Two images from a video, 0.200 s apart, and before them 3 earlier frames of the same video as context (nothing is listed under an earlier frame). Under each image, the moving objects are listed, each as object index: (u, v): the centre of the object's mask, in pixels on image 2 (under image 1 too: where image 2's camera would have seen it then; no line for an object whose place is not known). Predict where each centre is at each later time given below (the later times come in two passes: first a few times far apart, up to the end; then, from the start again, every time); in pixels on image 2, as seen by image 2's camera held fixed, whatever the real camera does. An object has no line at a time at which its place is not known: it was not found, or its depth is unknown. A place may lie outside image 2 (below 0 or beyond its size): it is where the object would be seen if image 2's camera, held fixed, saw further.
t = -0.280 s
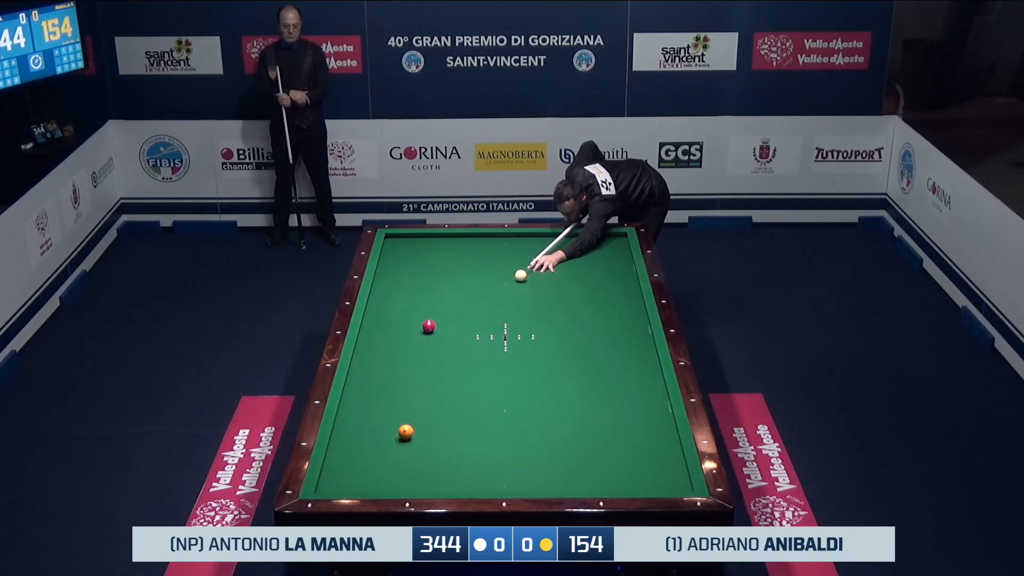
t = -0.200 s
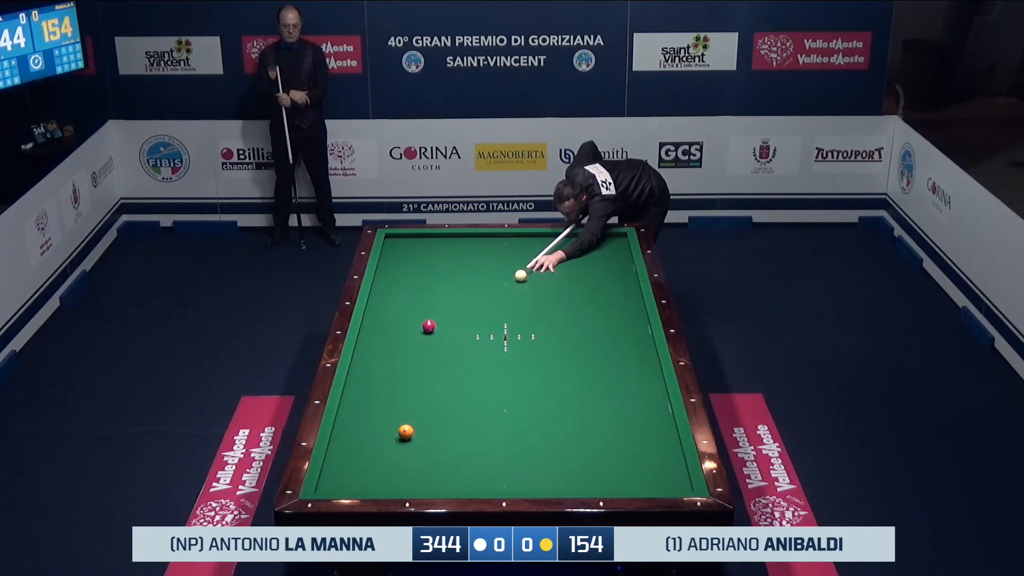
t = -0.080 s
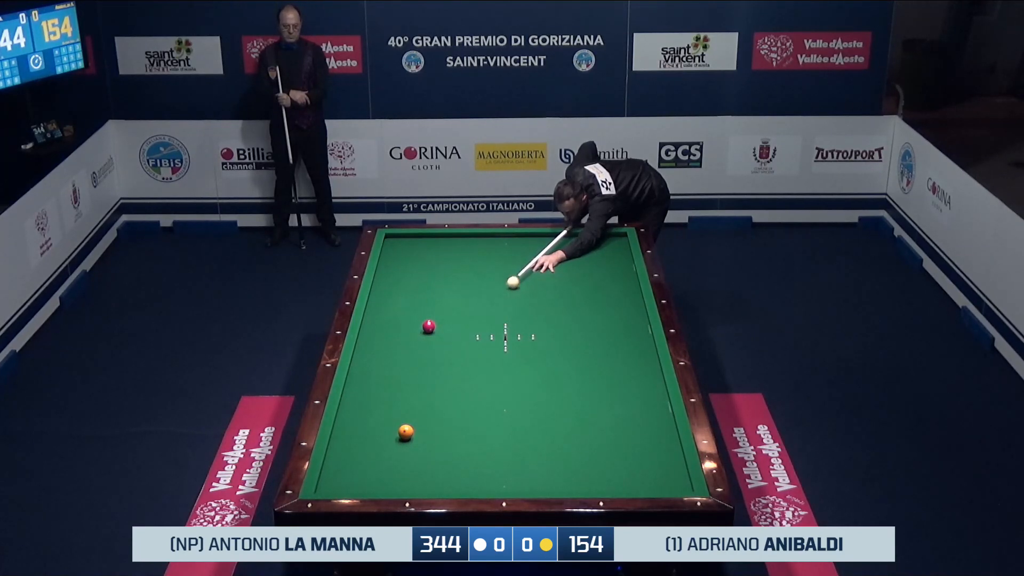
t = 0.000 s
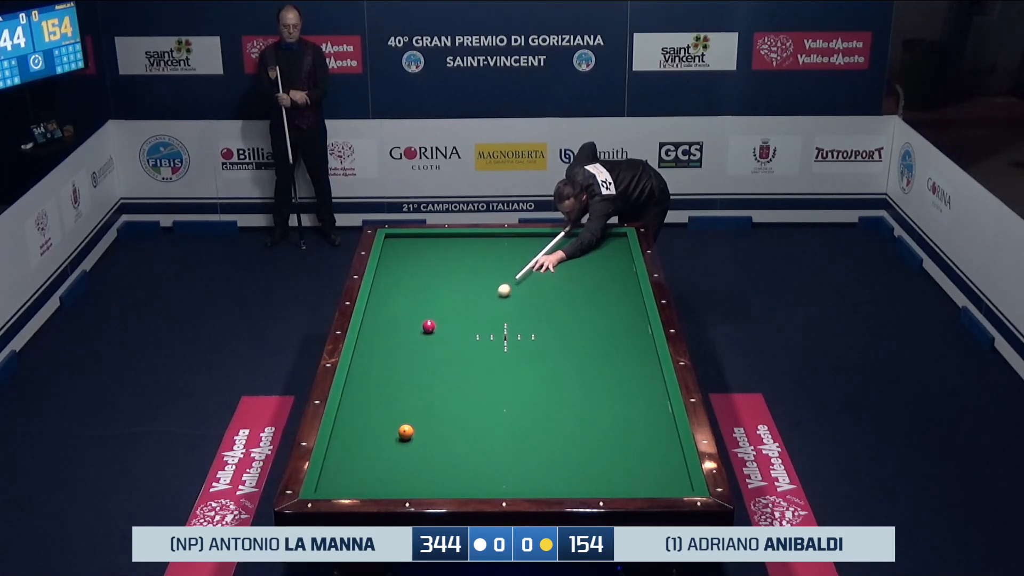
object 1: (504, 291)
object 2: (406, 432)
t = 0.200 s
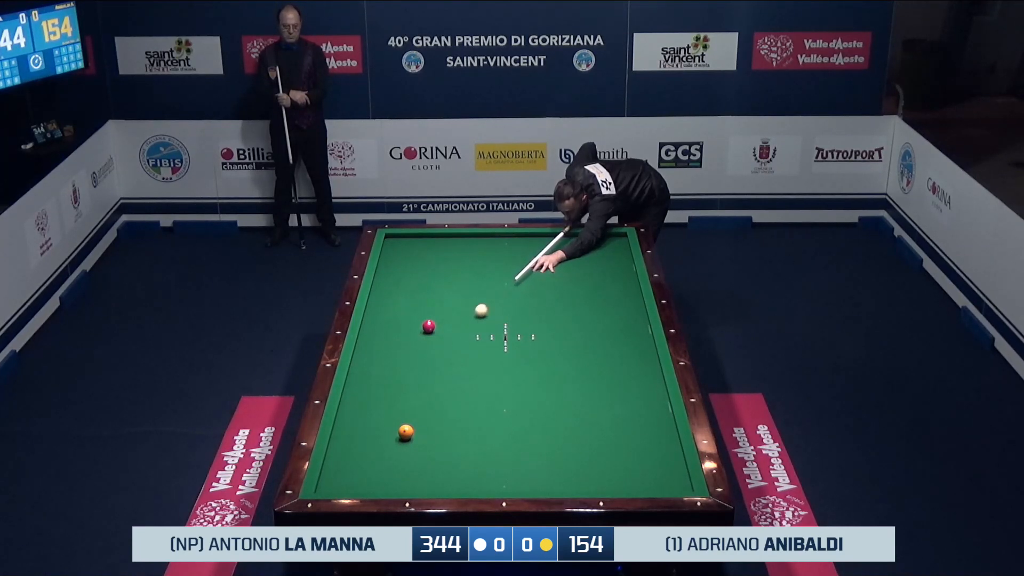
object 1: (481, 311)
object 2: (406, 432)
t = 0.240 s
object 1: (476, 315)
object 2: (406, 432)
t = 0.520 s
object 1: (441, 346)
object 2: (406, 432)
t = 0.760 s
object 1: (408, 376)
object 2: (406, 432)
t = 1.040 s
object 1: (364, 413)
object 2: (406, 432)
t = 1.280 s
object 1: (342, 448)
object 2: (406, 432)
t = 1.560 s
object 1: (352, 485)
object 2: (406, 432)
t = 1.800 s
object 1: (371, 469)
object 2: (406, 432)
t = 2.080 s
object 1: (392, 447)
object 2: (406, 432)
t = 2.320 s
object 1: (402, 438)
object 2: (412, 425)
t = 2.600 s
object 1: (407, 434)
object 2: (423, 413)
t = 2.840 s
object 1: (410, 431)
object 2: (432, 403)
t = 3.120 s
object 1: (414, 427)
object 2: (442, 393)
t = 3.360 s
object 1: (417, 425)
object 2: (449, 385)
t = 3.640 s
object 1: (421, 422)
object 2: (458, 376)
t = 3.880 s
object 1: (423, 421)
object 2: (465, 368)
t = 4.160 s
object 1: (425, 419)
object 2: (472, 360)
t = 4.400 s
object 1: (426, 417)
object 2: (478, 354)
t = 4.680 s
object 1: (428, 416)
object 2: (485, 347)
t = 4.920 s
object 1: (429, 415)
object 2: (490, 341)
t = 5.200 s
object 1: (429, 414)
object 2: (496, 335)
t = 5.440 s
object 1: (430, 414)
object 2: (501, 330)
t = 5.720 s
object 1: (430, 414)
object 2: (506, 324)
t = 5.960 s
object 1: (430, 414)
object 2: (510, 320)
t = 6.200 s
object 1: (430, 414)
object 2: (514, 316)
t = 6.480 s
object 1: (430, 414)
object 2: (518, 312)
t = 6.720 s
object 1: (430, 414)
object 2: (521, 308)
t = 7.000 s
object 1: (430, 414)
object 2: (525, 304)
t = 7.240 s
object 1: (430, 414)
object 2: (527, 301)
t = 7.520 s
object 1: (430, 414)
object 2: (530, 297)
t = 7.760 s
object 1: (430, 414)
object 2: (532, 294)
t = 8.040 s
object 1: (430, 414)
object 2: (535, 291)
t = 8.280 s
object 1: (430, 414)
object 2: (537, 289)
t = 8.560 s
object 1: (430, 414)
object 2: (539, 286)
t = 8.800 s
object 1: (430, 414)
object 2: (540, 285)
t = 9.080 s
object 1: (430, 414)
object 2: (541, 283)
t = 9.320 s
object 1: (430, 414)
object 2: (542, 281)
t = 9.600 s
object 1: (430, 414)
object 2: (543, 280)
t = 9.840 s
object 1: (430, 414)
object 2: (544, 278)
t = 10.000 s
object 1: (430, 414)
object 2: (545, 278)
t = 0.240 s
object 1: (476, 315)
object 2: (406, 432)
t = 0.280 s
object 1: (471, 319)
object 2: (406, 432)
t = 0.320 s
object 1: (466, 324)
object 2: (406, 432)
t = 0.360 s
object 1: (462, 328)
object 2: (406, 432)
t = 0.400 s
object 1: (456, 332)
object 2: (406, 432)
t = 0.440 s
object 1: (451, 337)
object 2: (406, 432)
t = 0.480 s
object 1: (446, 342)
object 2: (406, 432)
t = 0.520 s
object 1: (441, 346)
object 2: (406, 432)
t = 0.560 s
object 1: (435, 351)
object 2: (406, 432)
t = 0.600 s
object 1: (430, 356)
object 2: (406, 432)
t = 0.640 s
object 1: (425, 361)
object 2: (406, 432)
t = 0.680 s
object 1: (419, 366)
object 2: (406, 432)
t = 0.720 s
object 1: (413, 371)
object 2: (406, 432)
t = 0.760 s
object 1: (408, 376)
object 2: (406, 432)
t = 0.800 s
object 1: (402, 381)
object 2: (406, 432)
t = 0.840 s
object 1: (396, 386)
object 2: (406, 432)
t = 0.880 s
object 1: (390, 391)
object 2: (406, 432)
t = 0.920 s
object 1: (383, 397)
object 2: (406, 432)
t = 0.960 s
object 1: (377, 402)
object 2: (406, 432)
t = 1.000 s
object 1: (371, 408)
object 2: (406, 432)
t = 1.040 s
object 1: (364, 413)
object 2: (406, 432)
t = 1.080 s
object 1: (358, 420)
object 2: (406, 432)
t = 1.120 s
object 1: (351, 425)
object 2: (406, 432)
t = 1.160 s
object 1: (344, 431)
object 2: (406, 432)
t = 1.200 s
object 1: (337, 437)
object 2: (406, 432)
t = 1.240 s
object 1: (339, 443)
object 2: (406, 432)
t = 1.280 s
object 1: (342, 448)
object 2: (406, 432)
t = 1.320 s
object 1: (343, 454)
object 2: (406, 432)
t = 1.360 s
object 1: (345, 459)
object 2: (406, 432)
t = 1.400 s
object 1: (346, 465)
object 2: (406, 432)
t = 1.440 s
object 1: (348, 470)
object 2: (406, 432)
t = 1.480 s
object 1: (349, 476)
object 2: (406, 432)
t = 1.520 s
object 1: (351, 481)
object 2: (406, 432)
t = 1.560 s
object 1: (352, 485)
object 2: (406, 432)
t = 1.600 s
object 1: (355, 487)
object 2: (406, 432)
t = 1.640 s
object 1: (358, 484)
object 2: (406, 432)
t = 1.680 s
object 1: (361, 481)
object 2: (406, 432)
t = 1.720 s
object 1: (365, 476)
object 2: (406, 432)
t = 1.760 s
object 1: (368, 473)
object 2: (406, 432)
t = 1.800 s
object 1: (371, 469)
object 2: (406, 432)
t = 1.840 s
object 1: (375, 466)
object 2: (406, 432)
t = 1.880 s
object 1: (378, 463)
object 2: (406, 432)
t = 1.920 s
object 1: (380, 460)
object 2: (406, 432)
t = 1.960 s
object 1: (384, 457)
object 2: (406, 432)
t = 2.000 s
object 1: (387, 453)
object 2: (406, 432)
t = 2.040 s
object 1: (389, 450)
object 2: (406, 432)
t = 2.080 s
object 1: (392, 447)
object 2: (406, 432)
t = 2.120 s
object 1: (395, 444)
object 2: (406, 432)
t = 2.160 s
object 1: (398, 442)
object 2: (406, 431)
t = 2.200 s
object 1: (400, 440)
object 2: (407, 429)
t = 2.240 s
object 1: (400, 440)
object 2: (409, 428)
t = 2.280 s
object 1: (401, 439)
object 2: (411, 426)
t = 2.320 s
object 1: (402, 438)
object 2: (412, 425)
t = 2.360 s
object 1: (402, 438)
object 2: (414, 423)
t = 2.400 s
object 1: (403, 437)
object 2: (416, 421)
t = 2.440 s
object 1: (404, 437)
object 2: (417, 419)
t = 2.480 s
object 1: (405, 436)
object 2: (419, 418)
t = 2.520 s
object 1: (405, 435)
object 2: (420, 416)
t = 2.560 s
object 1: (406, 435)
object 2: (422, 414)
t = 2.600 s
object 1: (407, 434)
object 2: (423, 413)
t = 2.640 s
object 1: (407, 433)
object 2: (425, 411)
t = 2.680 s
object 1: (408, 433)
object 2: (426, 410)
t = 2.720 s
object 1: (409, 432)
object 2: (428, 408)
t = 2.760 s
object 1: (409, 432)
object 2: (429, 406)
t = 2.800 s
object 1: (410, 431)
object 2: (431, 405)
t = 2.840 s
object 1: (410, 431)
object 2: (432, 403)
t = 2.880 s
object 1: (411, 430)
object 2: (434, 402)
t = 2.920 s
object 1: (411, 430)
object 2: (435, 400)
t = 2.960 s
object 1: (412, 429)
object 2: (436, 399)
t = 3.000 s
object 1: (413, 429)
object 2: (437, 397)
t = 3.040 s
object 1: (413, 428)
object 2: (439, 396)
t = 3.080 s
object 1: (414, 428)
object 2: (440, 394)
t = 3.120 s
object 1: (414, 427)
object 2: (442, 393)
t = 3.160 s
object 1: (415, 427)
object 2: (443, 392)
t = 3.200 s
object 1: (415, 427)
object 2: (444, 390)
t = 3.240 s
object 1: (416, 426)
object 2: (446, 389)
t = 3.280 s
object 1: (416, 426)
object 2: (447, 387)
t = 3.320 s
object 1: (417, 426)
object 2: (448, 386)
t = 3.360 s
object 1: (417, 425)
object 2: (449, 385)
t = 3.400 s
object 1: (418, 425)
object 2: (451, 383)
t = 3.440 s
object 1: (418, 424)
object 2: (452, 382)
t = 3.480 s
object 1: (419, 424)
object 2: (453, 381)
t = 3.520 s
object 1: (419, 424)
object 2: (454, 379)
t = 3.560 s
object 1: (420, 423)
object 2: (455, 378)
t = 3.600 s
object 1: (420, 423)
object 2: (457, 377)
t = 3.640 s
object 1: (421, 422)
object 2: (458, 376)
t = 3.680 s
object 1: (421, 422)
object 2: (459, 374)
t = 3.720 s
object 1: (421, 422)
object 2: (460, 373)
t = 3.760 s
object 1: (422, 422)
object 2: (461, 372)
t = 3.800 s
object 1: (422, 421)
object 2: (462, 371)
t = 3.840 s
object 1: (422, 421)
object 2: (464, 370)
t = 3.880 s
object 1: (423, 421)
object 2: (465, 368)
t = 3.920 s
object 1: (423, 420)
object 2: (466, 367)
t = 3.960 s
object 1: (423, 420)
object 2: (467, 366)
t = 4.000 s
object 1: (424, 420)
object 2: (468, 365)
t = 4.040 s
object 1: (424, 419)
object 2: (469, 364)
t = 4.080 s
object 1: (424, 419)
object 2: (470, 362)
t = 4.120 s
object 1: (424, 419)
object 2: (471, 361)
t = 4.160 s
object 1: (425, 419)
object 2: (472, 360)
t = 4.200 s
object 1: (425, 418)
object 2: (473, 359)
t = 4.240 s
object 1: (425, 418)
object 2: (474, 358)
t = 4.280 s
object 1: (426, 418)
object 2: (475, 357)
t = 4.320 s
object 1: (426, 418)
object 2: (476, 356)
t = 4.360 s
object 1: (426, 417)
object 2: (477, 355)
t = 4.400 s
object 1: (426, 417)
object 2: (478, 354)
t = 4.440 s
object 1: (426, 417)
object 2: (479, 353)
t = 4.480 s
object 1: (427, 417)
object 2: (480, 352)
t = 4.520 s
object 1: (427, 416)
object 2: (481, 351)
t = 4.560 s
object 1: (427, 416)
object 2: (482, 350)
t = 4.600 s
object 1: (427, 416)
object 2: (483, 349)
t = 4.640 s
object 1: (428, 416)
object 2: (484, 348)
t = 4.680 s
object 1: (428, 416)
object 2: (485, 347)
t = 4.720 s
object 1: (428, 416)
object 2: (486, 346)
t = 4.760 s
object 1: (428, 416)
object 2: (487, 345)
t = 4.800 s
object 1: (428, 415)
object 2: (488, 344)
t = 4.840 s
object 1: (428, 415)
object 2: (489, 343)
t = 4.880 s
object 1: (429, 415)
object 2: (489, 342)
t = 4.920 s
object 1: (429, 415)
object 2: (490, 341)
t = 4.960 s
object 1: (429, 415)
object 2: (491, 340)
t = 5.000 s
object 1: (429, 415)
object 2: (492, 339)
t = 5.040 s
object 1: (429, 415)
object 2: (493, 338)
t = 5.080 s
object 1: (429, 414)
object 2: (494, 338)
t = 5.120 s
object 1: (429, 414)
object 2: (494, 337)
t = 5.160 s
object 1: (429, 414)
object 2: (495, 336)
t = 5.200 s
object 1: (429, 414)
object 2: (496, 335)
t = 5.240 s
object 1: (429, 414)
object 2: (497, 334)
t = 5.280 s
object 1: (430, 414)
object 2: (498, 333)
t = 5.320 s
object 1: (430, 414)
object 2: (498, 332)
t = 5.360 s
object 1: (430, 414)
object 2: (499, 332)
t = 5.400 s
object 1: (430, 414)
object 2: (500, 331)
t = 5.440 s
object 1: (430, 414)
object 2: (501, 330)
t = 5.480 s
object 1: (430, 414)
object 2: (502, 329)
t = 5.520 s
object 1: (430, 414)
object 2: (502, 328)
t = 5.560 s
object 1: (430, 414)
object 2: (503, 327)
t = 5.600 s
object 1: (430, 414)
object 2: (504, 327)
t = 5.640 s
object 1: (430, 414)
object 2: (505, 326)
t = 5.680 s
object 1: (430, 414)
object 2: (505, 325)
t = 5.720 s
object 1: (430, 414)
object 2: (506, 324)
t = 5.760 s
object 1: (430, 414)
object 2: (507, 324)
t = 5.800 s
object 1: (430, 414)
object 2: (507, 323)
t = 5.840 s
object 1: (430, 414)
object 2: (508, 322)
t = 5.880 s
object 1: (430, 414)
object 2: (509, 321)
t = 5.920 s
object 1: (430, 414)
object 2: (509, 321)
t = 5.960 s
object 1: (430, 414)
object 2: (510, 320)
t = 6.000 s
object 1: (430, 414)
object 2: (511, 319)
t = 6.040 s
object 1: (430, 414)
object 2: (511, 319)
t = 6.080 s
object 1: (430, 414)
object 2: (512, 318)
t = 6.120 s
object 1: (430, 414)
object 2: (513, 317)
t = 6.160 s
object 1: (430, 414)
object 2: (513, 317)
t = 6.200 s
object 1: (430, 414)
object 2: (514, 316)
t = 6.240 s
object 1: (430, 414)
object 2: (514, 316)
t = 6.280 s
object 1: (430, 414)
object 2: (515, 315)
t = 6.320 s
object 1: (430, 414)
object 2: (516, 314)
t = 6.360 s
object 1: (430, 414)
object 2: (516, 314)
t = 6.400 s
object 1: (430, 414)
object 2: (517, 313)
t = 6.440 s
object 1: (430, 414)
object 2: (517, 312)
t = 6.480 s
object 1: (430, 414)
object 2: (518, 312)
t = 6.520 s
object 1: (430, 414)
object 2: (518, 311)
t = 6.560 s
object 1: (430, 414)
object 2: (519, 310)
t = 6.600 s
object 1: (430, 414)
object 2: (520, 310)
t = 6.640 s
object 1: (430, 414)
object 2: (520, 309)
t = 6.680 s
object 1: (430, 414)
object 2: (521, 309)
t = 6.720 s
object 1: (430, 414)
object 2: (521, 308)
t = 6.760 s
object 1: (430, 414)
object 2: (522, 307)
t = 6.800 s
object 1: (430, 414)
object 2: (522, 307)
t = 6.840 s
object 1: (430, 414)
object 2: (523, 306)
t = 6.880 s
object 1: (430, 414)
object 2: (523, 306)
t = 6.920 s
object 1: (430, 414)
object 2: (524, 305)
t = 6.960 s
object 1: (430, 414)
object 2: (524, 305)
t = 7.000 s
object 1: (430, 414)
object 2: (525, 304)
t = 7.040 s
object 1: (430, 414)
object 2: (525, 303)
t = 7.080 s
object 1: (430, 414)
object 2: (525, 303)
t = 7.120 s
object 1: (430, 414)
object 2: (526, 302)
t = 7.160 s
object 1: (430, 414)
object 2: (526, 302)
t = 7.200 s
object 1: (430, 414)
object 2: (527, 301)
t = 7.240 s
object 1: (430, 414)
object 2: (527, 301)
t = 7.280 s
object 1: (430, 414)
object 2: (528, 300)
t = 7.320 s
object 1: (430, 414)
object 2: (528, 300)
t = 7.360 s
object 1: (430, 414)
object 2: (528, 299)
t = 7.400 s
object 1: (430, 414)
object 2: (529, 299)
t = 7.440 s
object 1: (430, 414)
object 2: (529, 298)
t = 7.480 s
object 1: (430, 414)
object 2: (530, 298)
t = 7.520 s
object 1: (430, 414)
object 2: (530, 297)
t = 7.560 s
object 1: (430, 414)
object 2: (530, 297)
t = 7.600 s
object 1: (430, 414)
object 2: (531, 296)
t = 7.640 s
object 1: (430, 414)
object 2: (531, 296)
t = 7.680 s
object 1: (430, 414)
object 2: (532, 296)
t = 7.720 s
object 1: (430, 414)
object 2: (532, 295)
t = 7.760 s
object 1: (430, 414)
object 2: (532, 294)
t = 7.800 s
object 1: (430, 414)
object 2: (533, 294)
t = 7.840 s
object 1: (430, 414)
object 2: (533, 293)
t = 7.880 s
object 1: (430, 414)
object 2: (533, 293)
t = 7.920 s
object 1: (430, 414)
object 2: (534, 293)
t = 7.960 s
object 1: (430, 414)
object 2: (534, 292)
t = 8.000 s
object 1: (430, 414)
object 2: (534, 292)
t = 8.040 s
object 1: (430, 414)
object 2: (535, 291)
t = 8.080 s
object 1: (430, 414)
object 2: (535, 291)
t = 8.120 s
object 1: (430, 414)
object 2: (536, 291)
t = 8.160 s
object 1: (430, 414)
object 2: (536, 290)
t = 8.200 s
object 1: (430, 414)
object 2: (536, 290)
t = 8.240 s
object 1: (430, 414)
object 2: (536, 289)
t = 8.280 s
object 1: (430, 414)
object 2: (537, 289)
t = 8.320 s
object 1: (430, 414)
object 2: (537, 289)
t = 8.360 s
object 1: (430, 414)
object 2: (537, 288)
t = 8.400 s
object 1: (430, 414)
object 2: (537, 288)
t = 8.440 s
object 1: (430, 414)
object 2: (538, 288)
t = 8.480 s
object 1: (430, 414)
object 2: (538, 287)
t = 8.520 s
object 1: (430, 414)
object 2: (538, 287)
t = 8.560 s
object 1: (430, 414)
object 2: (539, 286)
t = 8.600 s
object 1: (430, 414)
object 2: (539, 286)
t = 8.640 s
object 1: (430, 414)
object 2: (539, 286)
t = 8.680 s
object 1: (430, 414)
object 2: (539, 286)
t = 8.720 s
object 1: (430, 414)
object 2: (540, 285)
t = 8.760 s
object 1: (430, 414)
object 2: (540, 285)
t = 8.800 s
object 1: (430, 414)
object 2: (540, 285)
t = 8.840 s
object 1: (430, 414)
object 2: (540, 284)
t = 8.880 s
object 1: (430, 414)
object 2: (540, 284)
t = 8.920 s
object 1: (430, 414)
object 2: (541, 284)
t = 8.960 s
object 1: (430, 414)
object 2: (541, 283)
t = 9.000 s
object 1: (430, 414)
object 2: (541, 283)
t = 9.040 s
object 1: (430, 414)
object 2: (541, 283)
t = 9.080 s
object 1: (430, 414)
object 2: (541, 283)
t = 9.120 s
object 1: (430, 414)
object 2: (542, 282)
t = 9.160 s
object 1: (430, 414)
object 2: (542, 282)
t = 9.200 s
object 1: (430, 414)
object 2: (542, 282)
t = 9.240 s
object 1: (430, 414)
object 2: (542, 282)
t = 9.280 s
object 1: (430, 414)
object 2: (542, 281)
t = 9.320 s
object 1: (430, 414)
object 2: (542, 281)
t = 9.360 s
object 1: (430, 414)
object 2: (542, 281)
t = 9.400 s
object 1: (430, 414)
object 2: (543, 281)
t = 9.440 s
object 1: (430, 414)
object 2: (543, 280)
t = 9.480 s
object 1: (430, 414)
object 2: (543, 280)
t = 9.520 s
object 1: (430, 414)
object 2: (543, 280)
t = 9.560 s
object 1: (430, 414)
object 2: (543, 280)
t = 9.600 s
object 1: (430, 414)
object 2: (543, 280)
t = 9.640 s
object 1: (430, 414)
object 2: (544, 279)
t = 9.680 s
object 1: (430, 414)
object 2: (544, 279)
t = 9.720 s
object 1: (430, 414)
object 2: (544, 279)
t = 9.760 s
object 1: (430, 414)
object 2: (544, 279)
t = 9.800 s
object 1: (430, 414)
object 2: (544, 279)
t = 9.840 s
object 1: (430, 414)
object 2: (544, 278)
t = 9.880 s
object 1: (430, 414)
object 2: (544, 278)
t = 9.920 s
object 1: (430, 414)
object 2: (544, 278)
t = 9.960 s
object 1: (430, 414)
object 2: (545, 278)
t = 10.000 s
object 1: (430, 414)
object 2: (545, 278)
